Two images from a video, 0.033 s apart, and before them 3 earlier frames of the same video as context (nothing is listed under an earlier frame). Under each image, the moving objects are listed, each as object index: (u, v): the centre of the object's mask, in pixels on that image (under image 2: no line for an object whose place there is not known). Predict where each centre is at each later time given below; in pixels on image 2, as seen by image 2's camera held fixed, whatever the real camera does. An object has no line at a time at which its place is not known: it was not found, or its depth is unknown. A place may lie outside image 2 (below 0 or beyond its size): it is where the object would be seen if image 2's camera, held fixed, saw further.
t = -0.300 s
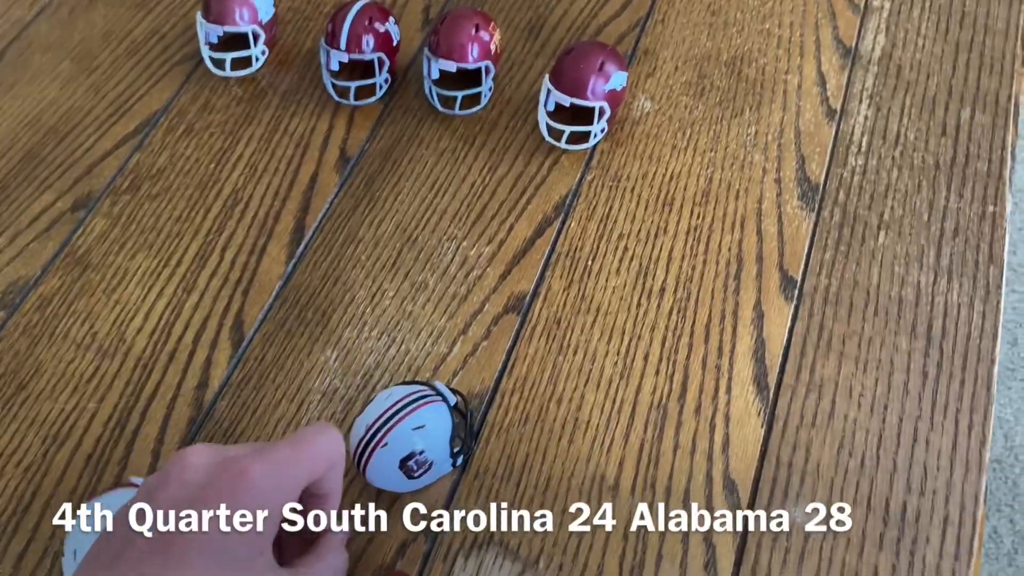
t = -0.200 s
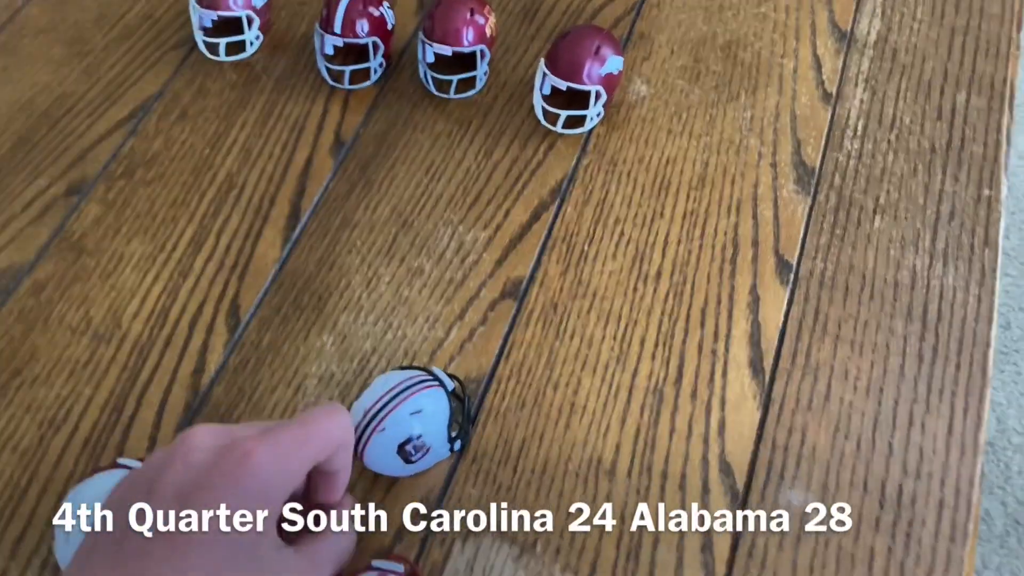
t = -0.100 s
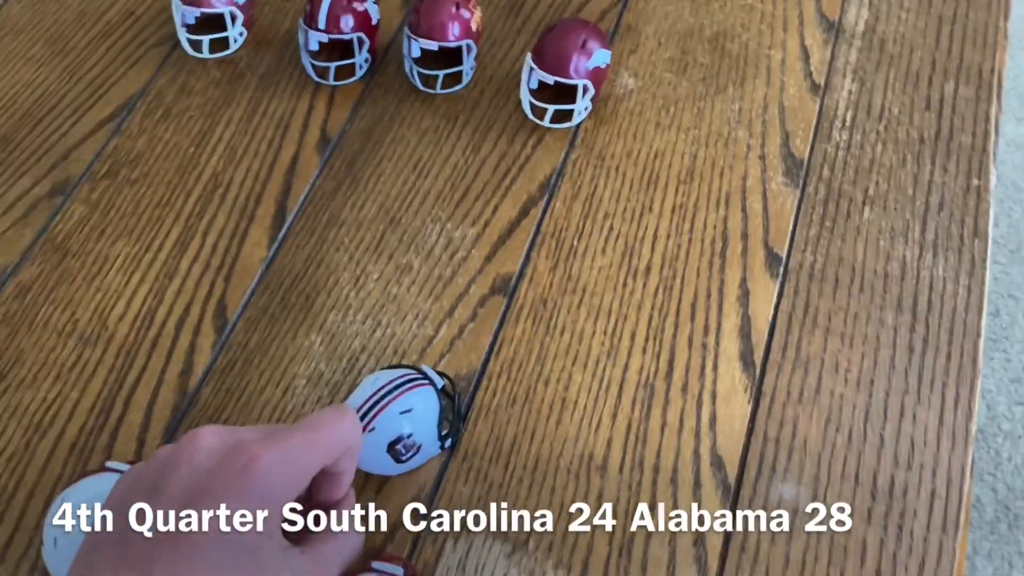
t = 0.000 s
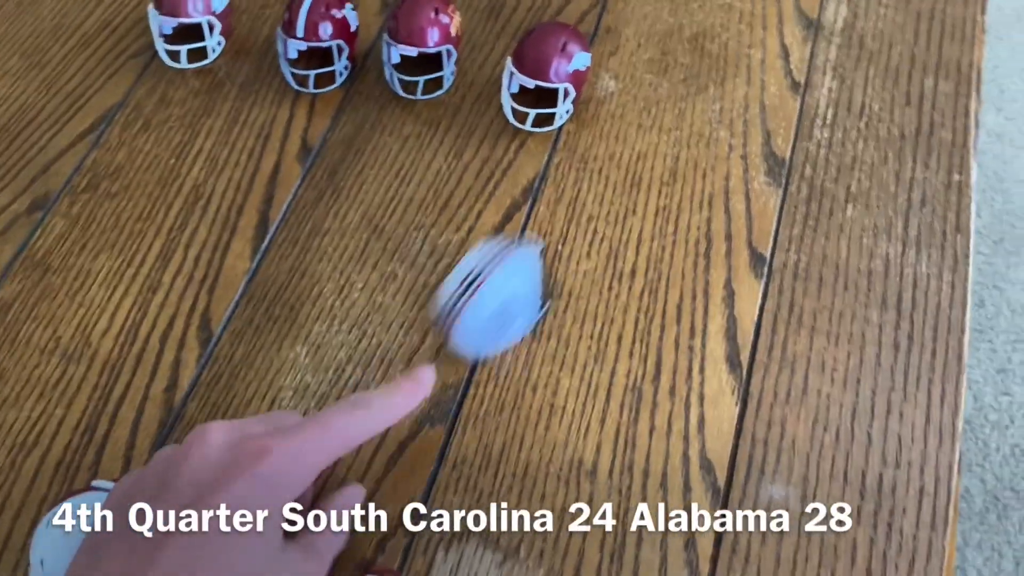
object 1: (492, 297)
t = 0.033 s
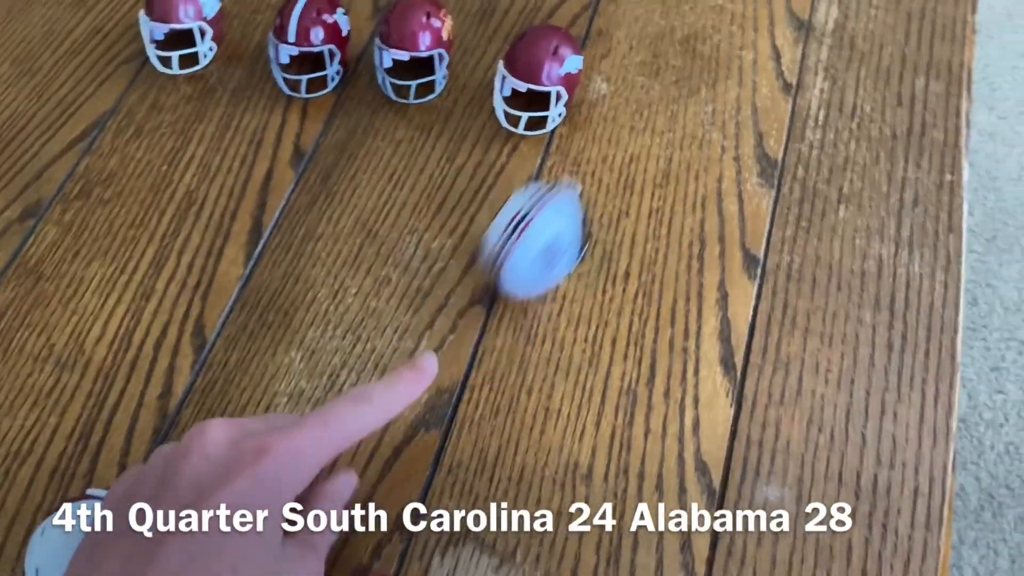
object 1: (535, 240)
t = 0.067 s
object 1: (576, 185)
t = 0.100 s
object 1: (613, 137)
